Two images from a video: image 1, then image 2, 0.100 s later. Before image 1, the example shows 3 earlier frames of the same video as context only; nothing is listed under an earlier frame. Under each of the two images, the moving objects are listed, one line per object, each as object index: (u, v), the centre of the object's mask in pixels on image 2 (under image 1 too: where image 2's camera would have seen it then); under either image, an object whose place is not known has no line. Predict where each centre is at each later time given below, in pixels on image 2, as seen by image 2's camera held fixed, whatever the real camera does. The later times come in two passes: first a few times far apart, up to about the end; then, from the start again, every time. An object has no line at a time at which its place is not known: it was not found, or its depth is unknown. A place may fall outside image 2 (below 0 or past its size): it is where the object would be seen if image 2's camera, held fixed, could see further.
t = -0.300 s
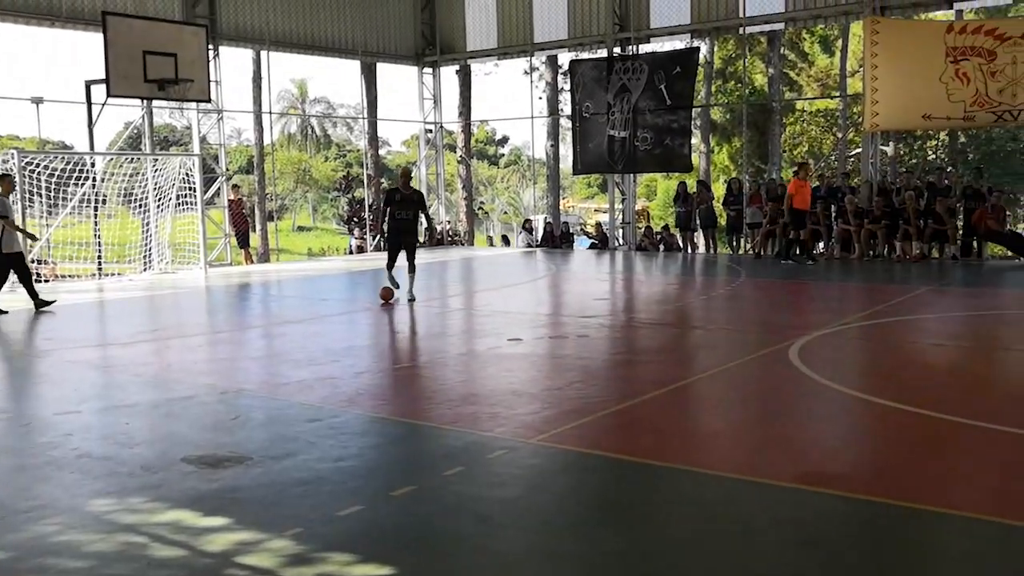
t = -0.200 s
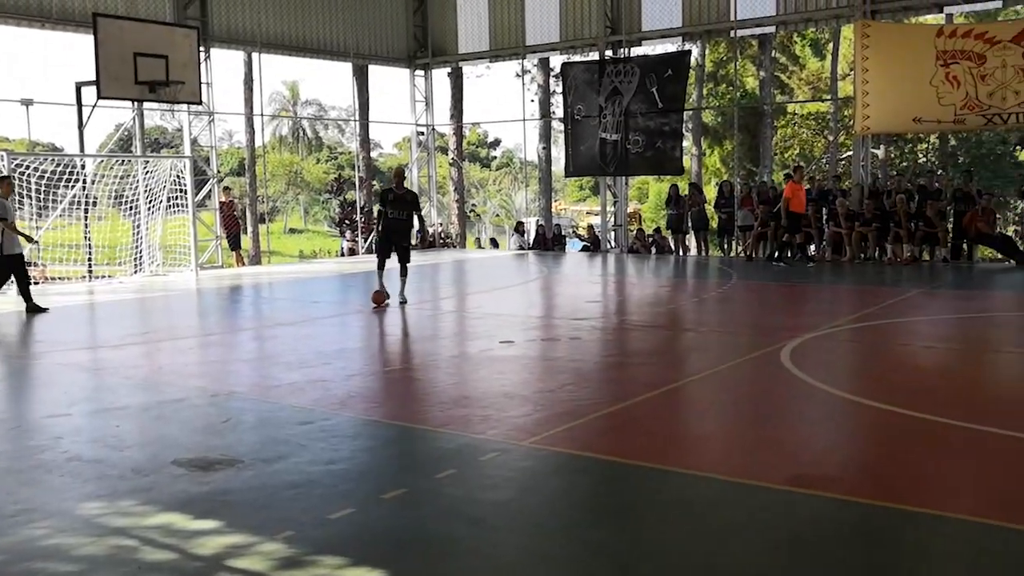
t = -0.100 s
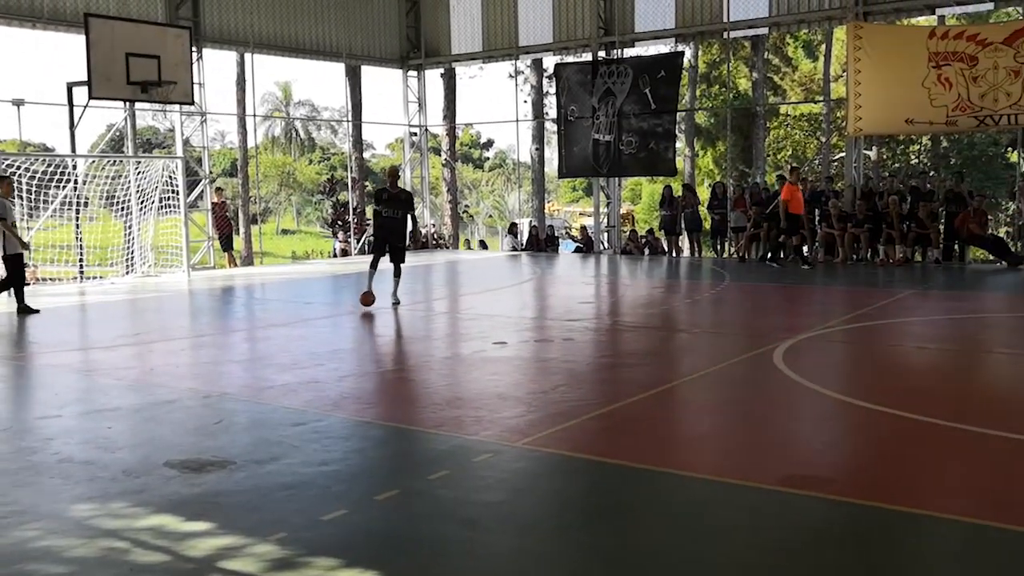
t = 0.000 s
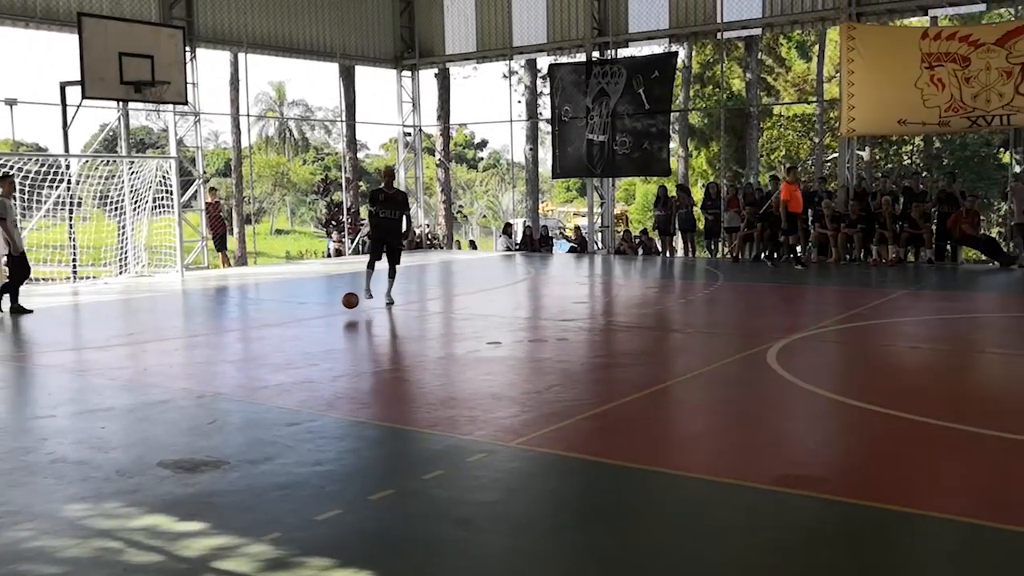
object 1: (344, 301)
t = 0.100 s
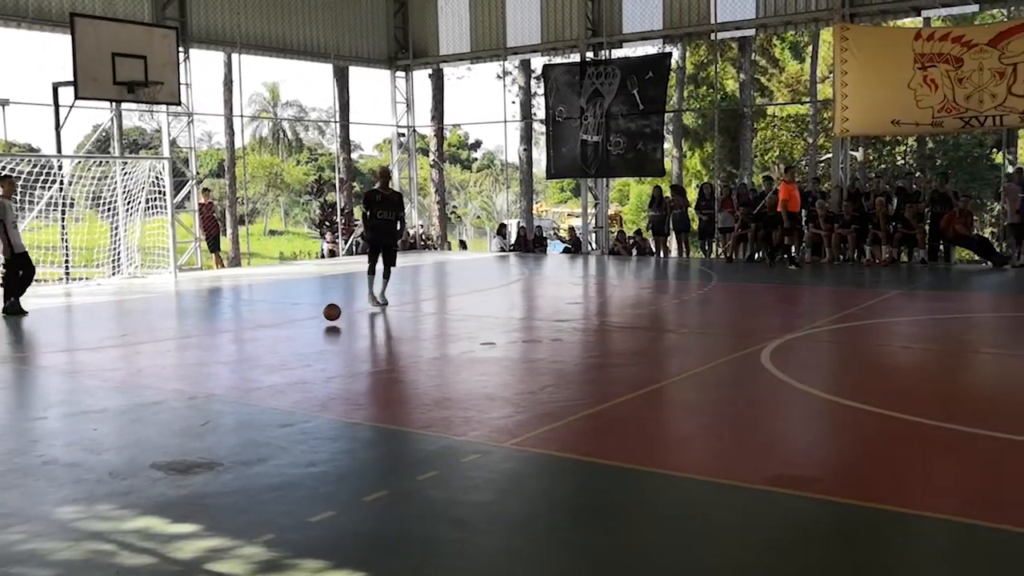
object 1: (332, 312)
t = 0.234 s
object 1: (316, 321)
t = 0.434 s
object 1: (295, 334)
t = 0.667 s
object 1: (272, 348)
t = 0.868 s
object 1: (247, 363)
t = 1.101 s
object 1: (215, 382)
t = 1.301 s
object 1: (182, 403)
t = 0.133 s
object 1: (327, 317)
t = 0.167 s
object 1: (324, 317)
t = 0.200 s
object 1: (320, 319)
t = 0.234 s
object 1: (316, 321)
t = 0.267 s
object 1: (312, 325)
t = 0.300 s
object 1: (309, 326)
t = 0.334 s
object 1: (305, 328)
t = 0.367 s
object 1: (302, 330)
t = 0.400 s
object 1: (299, 332)
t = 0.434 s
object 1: (295, 334)
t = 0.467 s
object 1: (292, 336)
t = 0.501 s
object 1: (289, 337)
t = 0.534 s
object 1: (285, 340)
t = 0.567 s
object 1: (282, 342)
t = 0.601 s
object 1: (279, 343)
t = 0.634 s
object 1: (275, 346)
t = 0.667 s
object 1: (272, 348)
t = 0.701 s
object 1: (268, 350)
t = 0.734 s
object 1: (264, 353)
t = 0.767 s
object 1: (260, 355)
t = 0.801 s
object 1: (256, 357)
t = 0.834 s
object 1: (252, 360)
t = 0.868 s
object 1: (247, 363)
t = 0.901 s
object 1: (243, 364)
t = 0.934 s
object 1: (238, 368)
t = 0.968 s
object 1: (234, 370)
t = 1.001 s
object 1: (229, 373)
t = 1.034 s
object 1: (225, 376)
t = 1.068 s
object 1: (220, 379)
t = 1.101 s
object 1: (215, 382)
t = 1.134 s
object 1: (209, 385)
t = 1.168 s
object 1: (204, 389)
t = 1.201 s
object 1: (199, 393)
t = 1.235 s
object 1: (193, 396)
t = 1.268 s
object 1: (188, 400)
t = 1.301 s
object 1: (182, 403)
